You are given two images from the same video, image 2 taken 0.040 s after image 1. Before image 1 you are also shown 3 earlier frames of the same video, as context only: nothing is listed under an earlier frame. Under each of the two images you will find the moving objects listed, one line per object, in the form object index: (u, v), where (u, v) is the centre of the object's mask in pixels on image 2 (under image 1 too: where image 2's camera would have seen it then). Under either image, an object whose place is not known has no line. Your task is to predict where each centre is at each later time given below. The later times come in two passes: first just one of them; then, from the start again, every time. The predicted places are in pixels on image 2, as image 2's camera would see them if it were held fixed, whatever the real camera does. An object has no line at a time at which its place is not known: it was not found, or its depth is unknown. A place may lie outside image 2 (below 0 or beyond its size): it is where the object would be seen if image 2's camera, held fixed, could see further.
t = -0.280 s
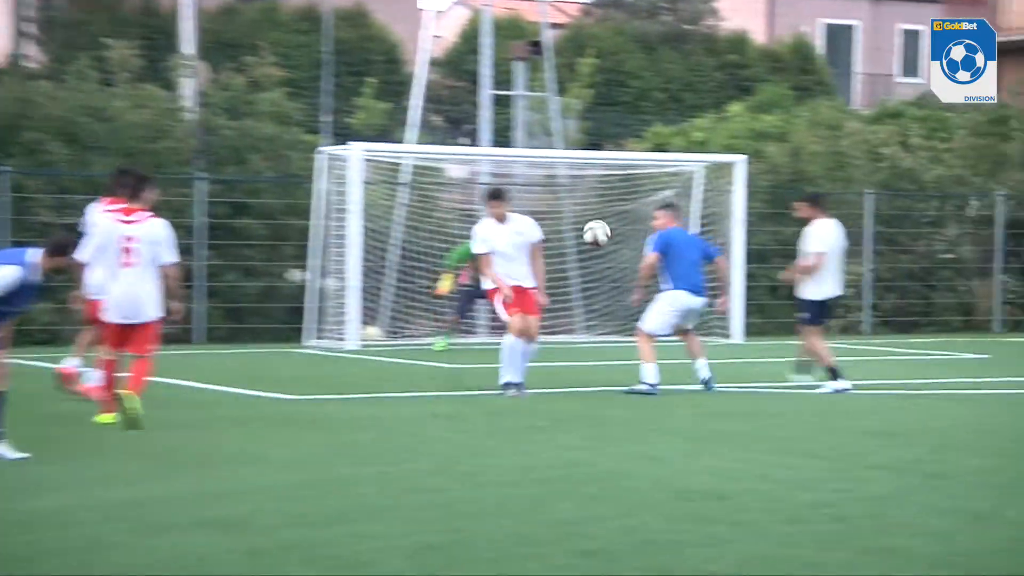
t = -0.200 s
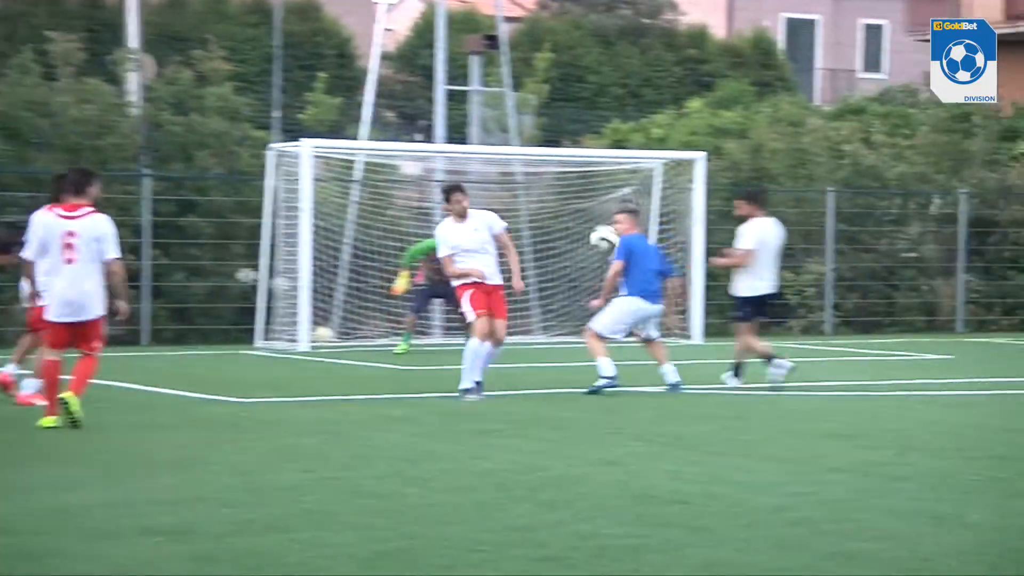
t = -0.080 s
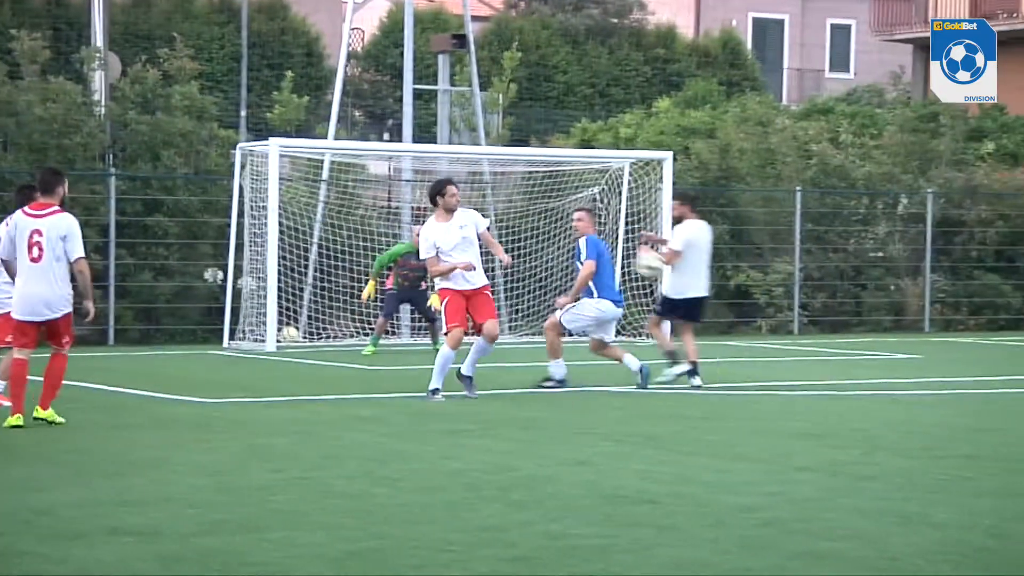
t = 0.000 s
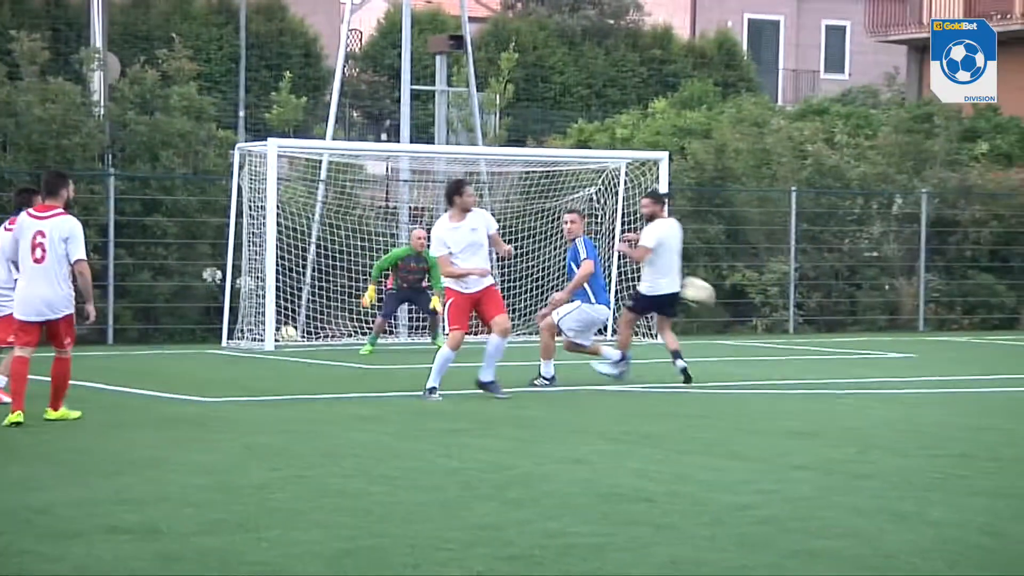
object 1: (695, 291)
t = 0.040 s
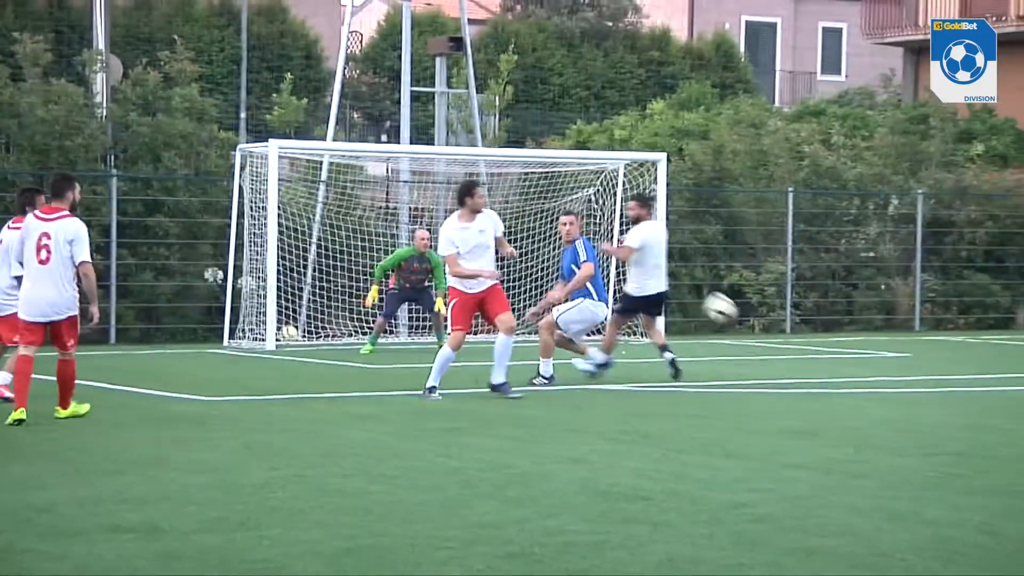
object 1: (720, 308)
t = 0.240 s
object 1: (837, 373)
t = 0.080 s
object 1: (746, 326)
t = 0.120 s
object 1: (771, 347)
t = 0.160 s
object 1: (798, 369)
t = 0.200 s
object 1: (823, 389)
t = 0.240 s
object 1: (837, 373)
